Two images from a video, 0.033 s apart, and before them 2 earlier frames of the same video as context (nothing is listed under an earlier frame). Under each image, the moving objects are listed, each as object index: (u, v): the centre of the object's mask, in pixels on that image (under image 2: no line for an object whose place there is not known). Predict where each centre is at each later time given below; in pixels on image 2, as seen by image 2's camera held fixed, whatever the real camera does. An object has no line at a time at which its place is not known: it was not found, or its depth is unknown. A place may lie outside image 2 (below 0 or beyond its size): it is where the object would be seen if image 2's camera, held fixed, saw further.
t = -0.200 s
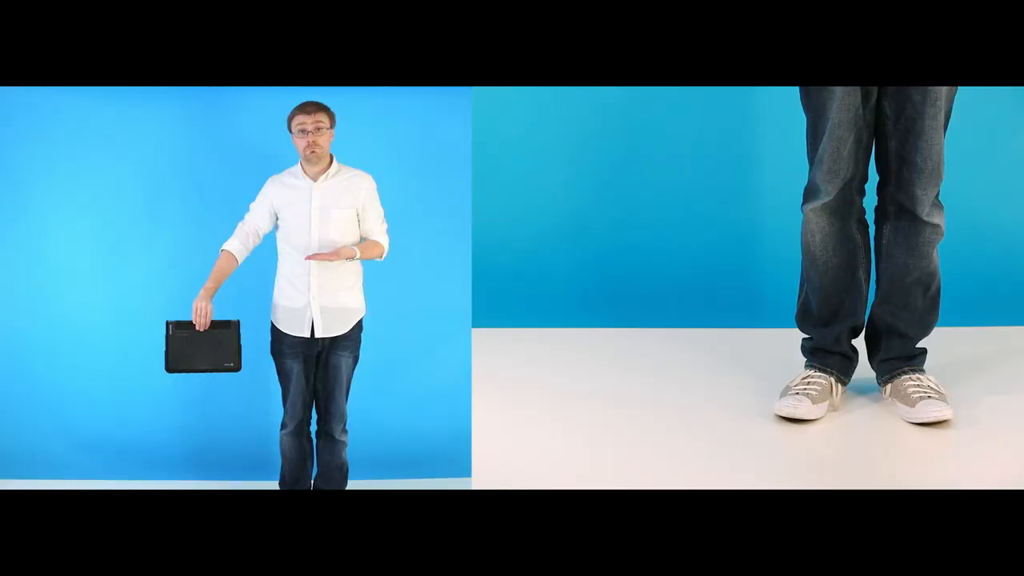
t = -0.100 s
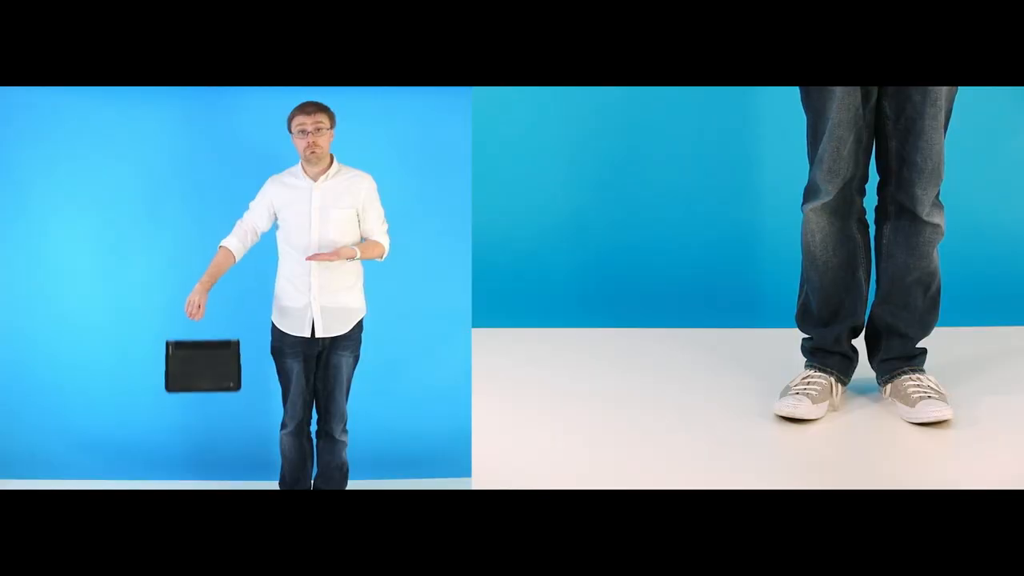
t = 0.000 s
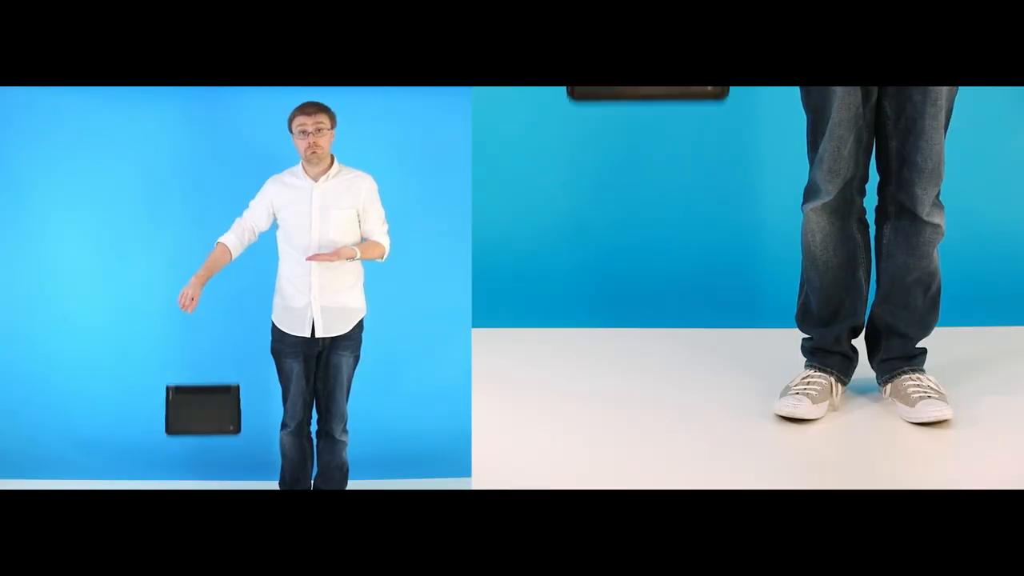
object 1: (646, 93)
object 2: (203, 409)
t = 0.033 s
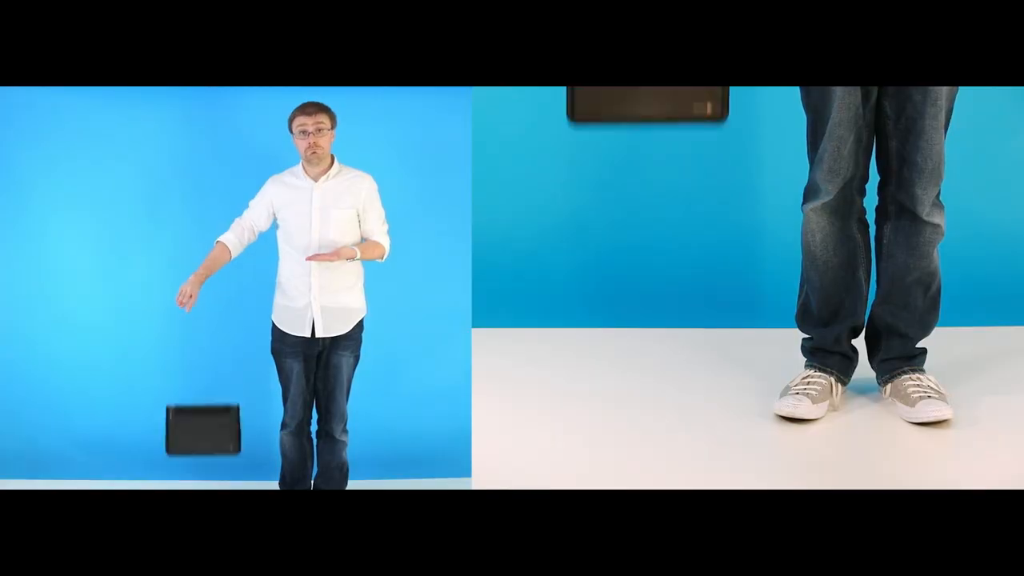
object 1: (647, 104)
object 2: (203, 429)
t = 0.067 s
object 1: (647, 118)
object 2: (203, 451)
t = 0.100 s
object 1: (647, 135)
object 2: (203, 471)
